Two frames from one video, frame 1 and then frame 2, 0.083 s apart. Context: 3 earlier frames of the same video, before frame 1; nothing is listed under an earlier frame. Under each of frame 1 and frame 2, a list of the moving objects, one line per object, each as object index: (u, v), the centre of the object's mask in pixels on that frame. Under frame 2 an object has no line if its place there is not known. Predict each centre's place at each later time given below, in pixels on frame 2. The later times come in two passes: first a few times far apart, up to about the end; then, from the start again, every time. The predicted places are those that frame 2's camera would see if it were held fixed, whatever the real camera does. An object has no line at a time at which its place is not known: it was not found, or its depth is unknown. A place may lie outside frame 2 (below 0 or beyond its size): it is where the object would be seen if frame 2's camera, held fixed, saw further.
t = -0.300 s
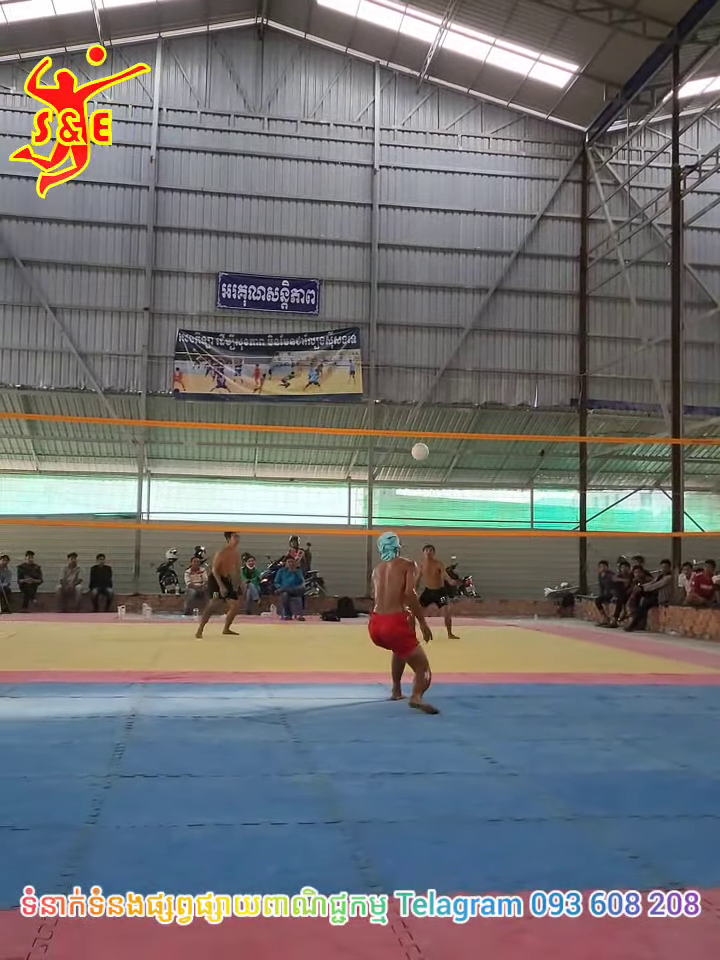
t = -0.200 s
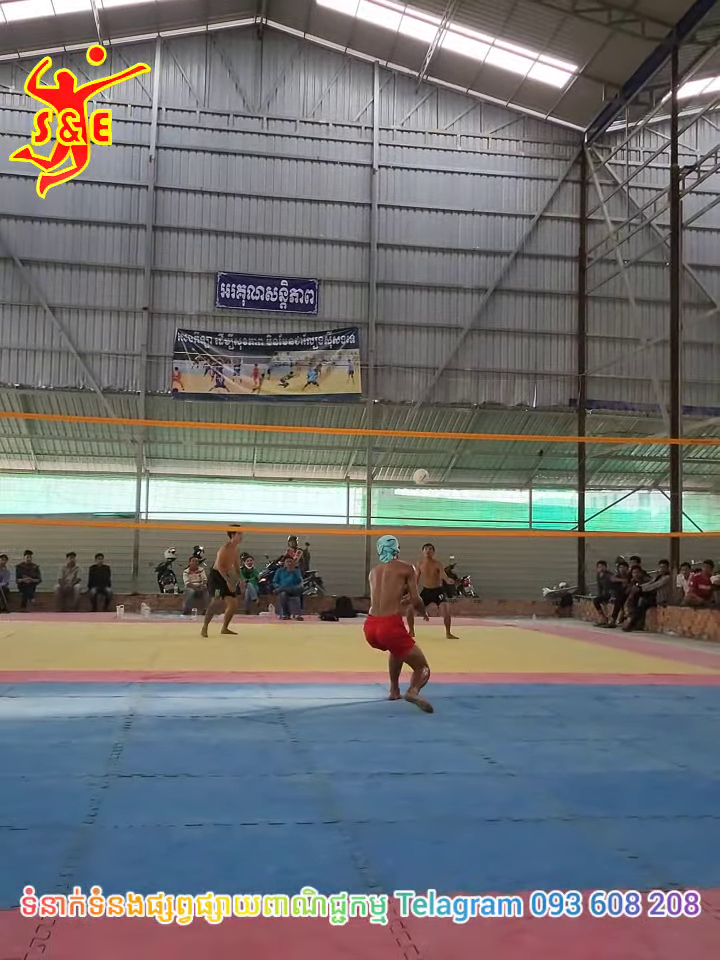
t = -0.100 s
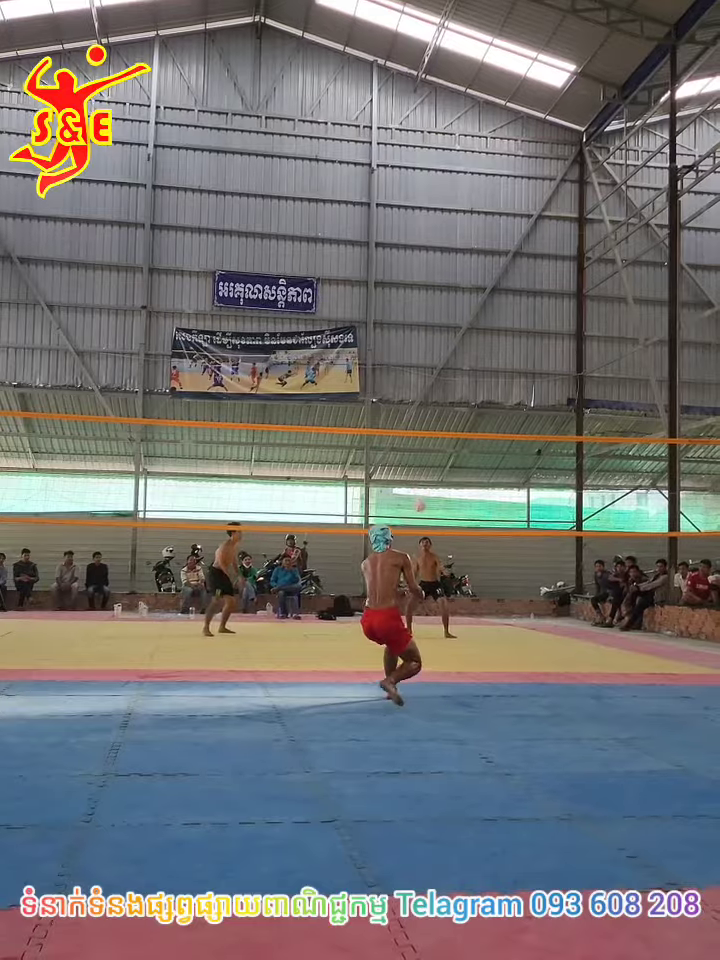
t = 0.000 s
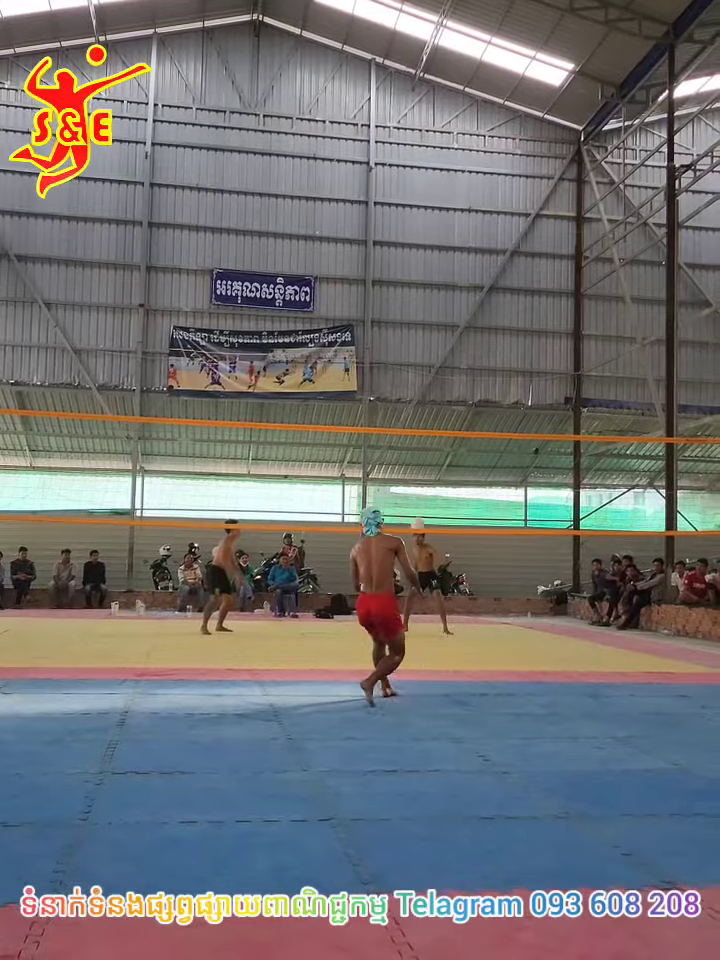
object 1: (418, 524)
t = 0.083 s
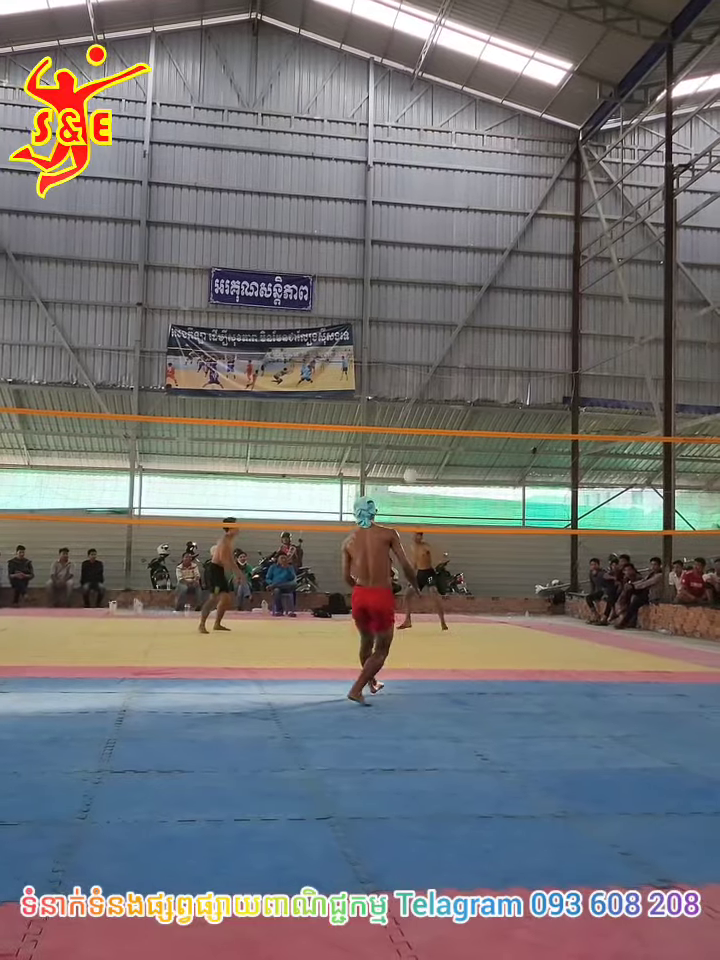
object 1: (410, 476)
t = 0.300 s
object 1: (397, 377)
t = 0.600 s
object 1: (378, 292)
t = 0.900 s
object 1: (358, 266)
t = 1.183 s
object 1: (337, 293)
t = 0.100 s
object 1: (409, 467)
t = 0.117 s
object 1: (408, 458)
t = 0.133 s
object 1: (407, 450)
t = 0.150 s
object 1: (406, 442)
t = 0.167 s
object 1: (405, 437)
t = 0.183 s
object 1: (404, 424)
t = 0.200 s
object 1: (403, 418)
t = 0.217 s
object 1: (402, 411)
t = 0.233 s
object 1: (401, 404)
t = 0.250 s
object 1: (400, 397)
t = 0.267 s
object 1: (399, 391)
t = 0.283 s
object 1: (398, 384)
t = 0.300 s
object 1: (397, 377)
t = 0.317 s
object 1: (396, 371)
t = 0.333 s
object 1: (395, 364)
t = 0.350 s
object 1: (394, 359)
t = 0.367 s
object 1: (393, 353)
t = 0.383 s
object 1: (391, 347)
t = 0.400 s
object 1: (391, 342)
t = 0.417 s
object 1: (390, 337)
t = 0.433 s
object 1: (389, 332)
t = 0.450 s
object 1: (388, 327)
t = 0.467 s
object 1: (386, 322)
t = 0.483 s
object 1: (385, 318)
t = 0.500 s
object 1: (384, 313)
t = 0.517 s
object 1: (383, 310)
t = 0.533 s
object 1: (382, 306)
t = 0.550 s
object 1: (381, 302)
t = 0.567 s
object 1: (380, 299)
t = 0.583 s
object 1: (379, 295)
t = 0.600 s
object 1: (378, 292)
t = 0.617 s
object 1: (377, 290)
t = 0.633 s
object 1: (376, 287)
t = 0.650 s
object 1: (375, 284)
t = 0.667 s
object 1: (374, 281)
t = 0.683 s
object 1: (373, 279)
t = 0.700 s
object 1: (372, 277)
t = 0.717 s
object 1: (371, 275)
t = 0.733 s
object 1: (369, 274)
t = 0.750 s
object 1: (368, 272)
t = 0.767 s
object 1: (367, 271)
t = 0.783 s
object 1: (366, 270)
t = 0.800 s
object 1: (365, 269)
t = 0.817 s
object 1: (364, 268)
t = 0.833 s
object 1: (363, 268)
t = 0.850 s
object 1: (362, 267)
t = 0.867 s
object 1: (361, 267)
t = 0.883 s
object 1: (357, 266)
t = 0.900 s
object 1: (358, 266)
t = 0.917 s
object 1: (357, 266)
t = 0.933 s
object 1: (356, 267)
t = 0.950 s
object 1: (354, 267)
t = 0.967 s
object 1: (353, 268)
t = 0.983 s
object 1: (352, 269)
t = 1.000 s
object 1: (351, 270)
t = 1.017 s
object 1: (350, 271)
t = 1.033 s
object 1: (348, 272)
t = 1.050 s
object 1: (347, 274)
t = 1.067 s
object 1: (346, 275)
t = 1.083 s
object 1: (344, 277)
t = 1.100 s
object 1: (343, 280)
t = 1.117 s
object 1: (342, 282)
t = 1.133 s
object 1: (340, 284)
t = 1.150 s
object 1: (339, 287)
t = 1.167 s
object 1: (338, 290)
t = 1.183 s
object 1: (337, 293)
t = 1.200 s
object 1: (335, 296)
